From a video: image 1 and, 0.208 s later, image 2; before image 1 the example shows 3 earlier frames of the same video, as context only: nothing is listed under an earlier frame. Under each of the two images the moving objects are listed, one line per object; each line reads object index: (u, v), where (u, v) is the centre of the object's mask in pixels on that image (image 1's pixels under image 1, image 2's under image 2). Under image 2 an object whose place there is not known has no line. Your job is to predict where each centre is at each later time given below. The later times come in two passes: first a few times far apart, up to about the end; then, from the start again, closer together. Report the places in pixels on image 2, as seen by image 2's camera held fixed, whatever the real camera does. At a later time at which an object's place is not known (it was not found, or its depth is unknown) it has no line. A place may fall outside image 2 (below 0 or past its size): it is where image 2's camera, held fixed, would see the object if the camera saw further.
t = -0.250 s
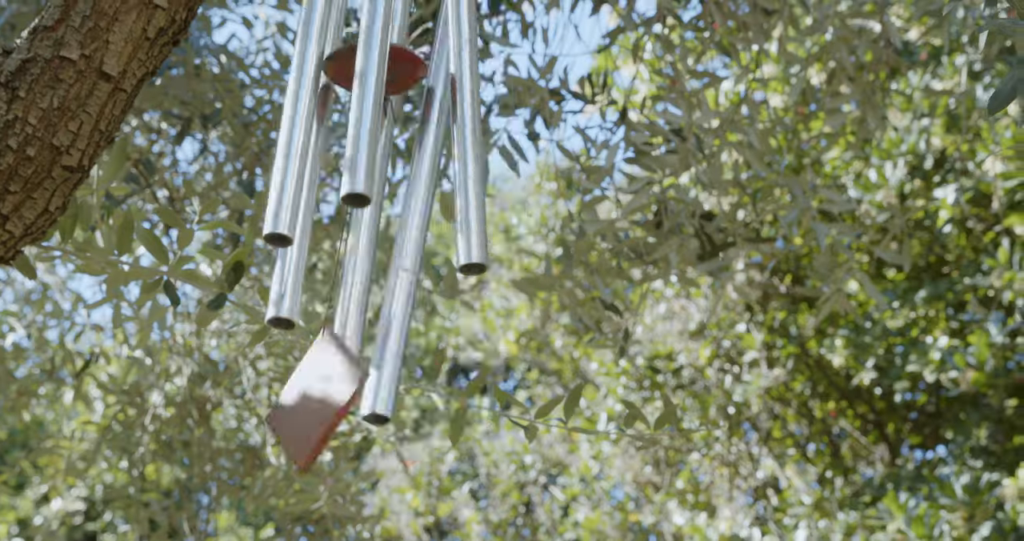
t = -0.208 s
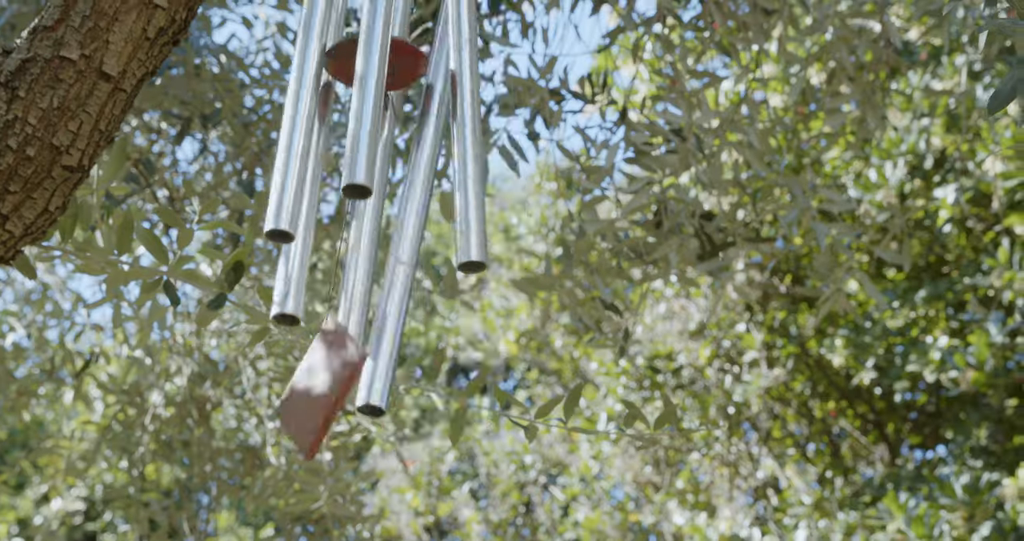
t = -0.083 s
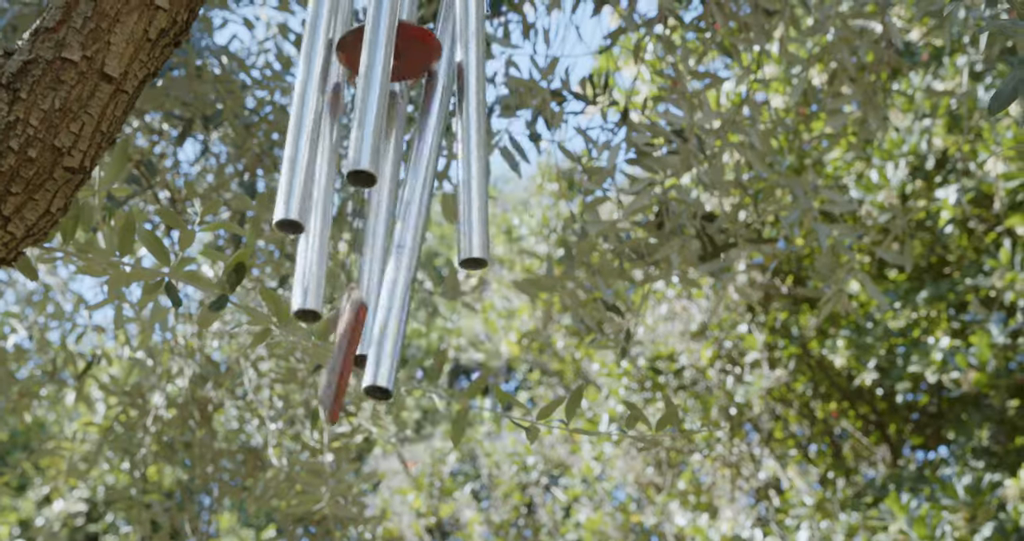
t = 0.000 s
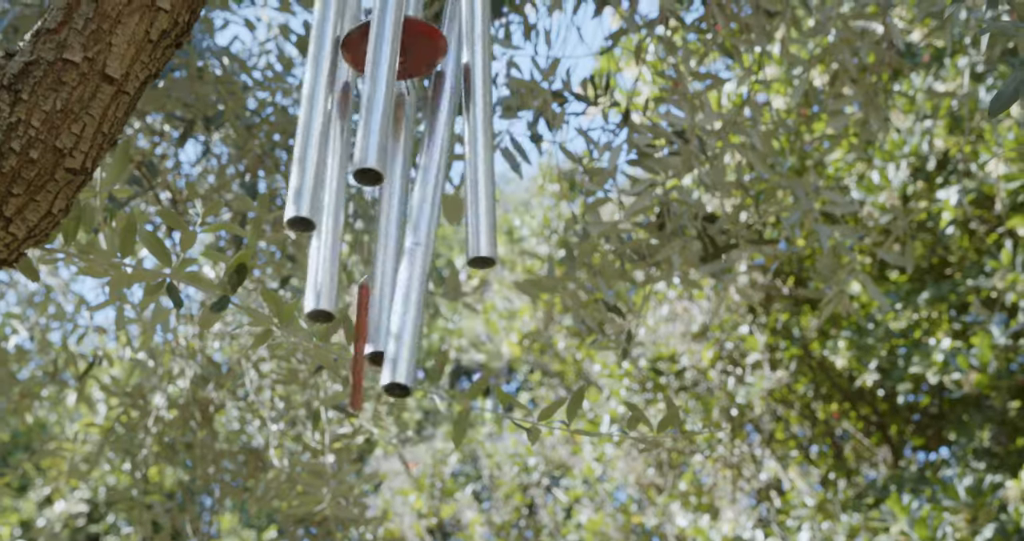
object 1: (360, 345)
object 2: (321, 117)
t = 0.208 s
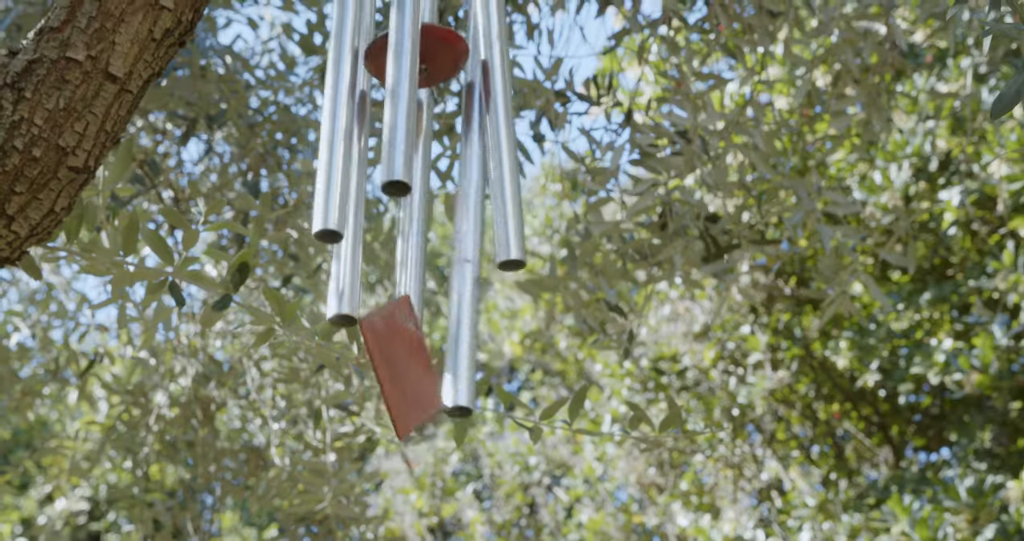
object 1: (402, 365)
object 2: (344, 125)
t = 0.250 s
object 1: (407, 377)
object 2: (346, 125)
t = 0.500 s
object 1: (418, 449)
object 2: (350, 133)
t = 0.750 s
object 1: (384, 464)
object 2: (330, 137)
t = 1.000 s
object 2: (313, 137)
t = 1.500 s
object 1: (361, 357)
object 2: (328, 104)
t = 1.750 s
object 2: (353, 129)
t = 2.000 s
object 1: (418, 451)
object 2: (351, 132)
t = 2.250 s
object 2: (327, 136)
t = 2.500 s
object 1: (319, 422)
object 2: (310, 124)
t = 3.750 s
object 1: (358, 444)
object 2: (318, 123)
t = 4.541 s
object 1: (414, 414)
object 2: (338, 133)
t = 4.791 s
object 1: (427, 454)
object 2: (338, 136)
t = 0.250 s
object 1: (407, 377)
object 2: (346, 125)
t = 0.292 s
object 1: (411, 391)
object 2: (348, 129)
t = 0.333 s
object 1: (415, 405)
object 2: (349, 132)
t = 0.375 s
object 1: (418, 420)
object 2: (350, 136)
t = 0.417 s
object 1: (419, 433)
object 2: (351, 136)
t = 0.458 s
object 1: (420, 442)
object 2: (351, 133)
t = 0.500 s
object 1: (418, 449)
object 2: (350, 133)
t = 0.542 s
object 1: (416, 453)
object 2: (347, 132)
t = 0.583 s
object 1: (411, 458)
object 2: (345, 135)
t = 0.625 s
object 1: (406, 462)
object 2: (342, 137)
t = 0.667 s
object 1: (399, 464)
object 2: (337, 138)
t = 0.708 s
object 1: (392, 464)
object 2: (334, 137)
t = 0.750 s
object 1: (384, 464)
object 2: (330, 137)
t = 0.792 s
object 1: (374, 462)
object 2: (327, 134)
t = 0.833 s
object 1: (364, 461)
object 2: (323, 135)
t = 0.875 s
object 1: (354, 459)
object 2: (320, 136)
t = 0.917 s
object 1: (346, 454)
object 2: (317, 135)
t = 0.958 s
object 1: (339, 450)
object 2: (315, 136)
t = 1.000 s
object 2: (313, 137)
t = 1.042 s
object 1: (323, 433)
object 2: (312, 133)
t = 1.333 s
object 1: (324, 366)
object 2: (319, 114)
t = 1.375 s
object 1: (332, 361)
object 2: (322, 115)
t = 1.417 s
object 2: (324, 117)
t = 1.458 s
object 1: (350, 357)
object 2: (325, 104)
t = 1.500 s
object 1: (361, 357)
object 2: (328, 104)
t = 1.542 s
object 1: (373, 359)
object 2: (332, 106)
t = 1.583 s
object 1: (382, 368)
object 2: (336, 108)
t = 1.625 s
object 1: (393, 375)
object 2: (341, 108)
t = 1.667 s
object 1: (401, 385)
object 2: (345, 110)
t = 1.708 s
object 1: (409, 395)
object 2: (351, 125)
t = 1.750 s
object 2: (353, 129)
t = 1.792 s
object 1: (419, 416)
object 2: (354, 132)
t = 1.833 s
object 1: (422, 427)
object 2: (354, 134)
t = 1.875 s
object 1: (423, 436)
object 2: (354, 135)
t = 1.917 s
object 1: (424, 441)
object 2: (353, 132)
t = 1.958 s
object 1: (421, 446)
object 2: (352, 131)
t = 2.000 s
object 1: (418, 451)
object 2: (351, 132)
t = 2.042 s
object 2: (348, 133)
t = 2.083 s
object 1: (406, 455)
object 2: (345, 133)
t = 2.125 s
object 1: (398, 455)
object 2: (341, 133)
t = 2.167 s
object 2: (337, 131)
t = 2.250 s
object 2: (327, 136)
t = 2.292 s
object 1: (360, 452)
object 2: (321, 135)
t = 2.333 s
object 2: (318, 134)
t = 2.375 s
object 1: (344, 442)
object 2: (315, 131)
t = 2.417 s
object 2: (312, 129)
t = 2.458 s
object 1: (326, 431)
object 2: (310, 127)
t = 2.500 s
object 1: (319, 422)
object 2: (310, 124)
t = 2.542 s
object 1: (314, 413)
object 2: (310, 123)
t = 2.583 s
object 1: (310, 405)
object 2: (308, 109)
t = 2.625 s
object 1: (308, 399)
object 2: (309, 108)
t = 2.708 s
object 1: (309, 386)
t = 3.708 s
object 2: (321, 125)
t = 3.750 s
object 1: (358, 444)
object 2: (318, 123)
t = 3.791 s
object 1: (344, 438)
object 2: (313, 120)
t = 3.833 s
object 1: (331, 430)
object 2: (309, 129)
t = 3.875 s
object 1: (319, 424)
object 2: (307, 130)
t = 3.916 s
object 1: (310, 413)
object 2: (306, 130)
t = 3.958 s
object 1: (303, 402)
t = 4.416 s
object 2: (328, 120)
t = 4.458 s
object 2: (334, 132)
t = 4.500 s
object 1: (405, 405)
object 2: (336, 133)
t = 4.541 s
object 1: (414, 414)
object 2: (338, 133)
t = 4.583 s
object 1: (422, 424)
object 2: (339, 135)
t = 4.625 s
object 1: (428, 433)
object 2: (340, 138)
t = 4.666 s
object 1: (432, 440)
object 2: (340, 139)
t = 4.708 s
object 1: (432, 446)
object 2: (340, 138)
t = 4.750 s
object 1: (431, 450)
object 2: (339, 138)
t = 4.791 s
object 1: (427, 454)
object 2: (338, 136)
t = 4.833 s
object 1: (421, 456)
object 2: (338, 136)
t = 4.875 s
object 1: (414, 458)
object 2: (337, 136)
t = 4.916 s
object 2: (335, 136)
